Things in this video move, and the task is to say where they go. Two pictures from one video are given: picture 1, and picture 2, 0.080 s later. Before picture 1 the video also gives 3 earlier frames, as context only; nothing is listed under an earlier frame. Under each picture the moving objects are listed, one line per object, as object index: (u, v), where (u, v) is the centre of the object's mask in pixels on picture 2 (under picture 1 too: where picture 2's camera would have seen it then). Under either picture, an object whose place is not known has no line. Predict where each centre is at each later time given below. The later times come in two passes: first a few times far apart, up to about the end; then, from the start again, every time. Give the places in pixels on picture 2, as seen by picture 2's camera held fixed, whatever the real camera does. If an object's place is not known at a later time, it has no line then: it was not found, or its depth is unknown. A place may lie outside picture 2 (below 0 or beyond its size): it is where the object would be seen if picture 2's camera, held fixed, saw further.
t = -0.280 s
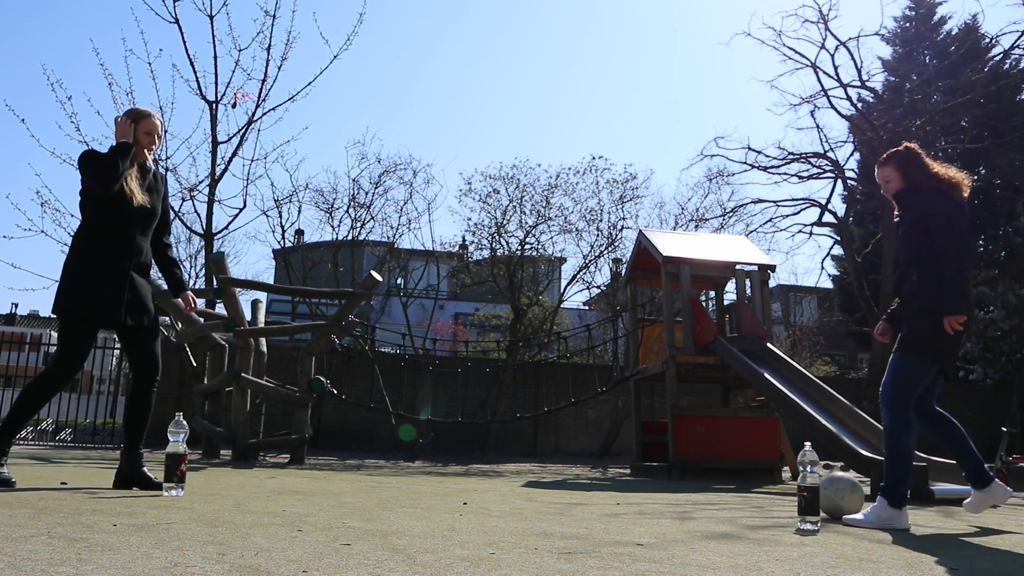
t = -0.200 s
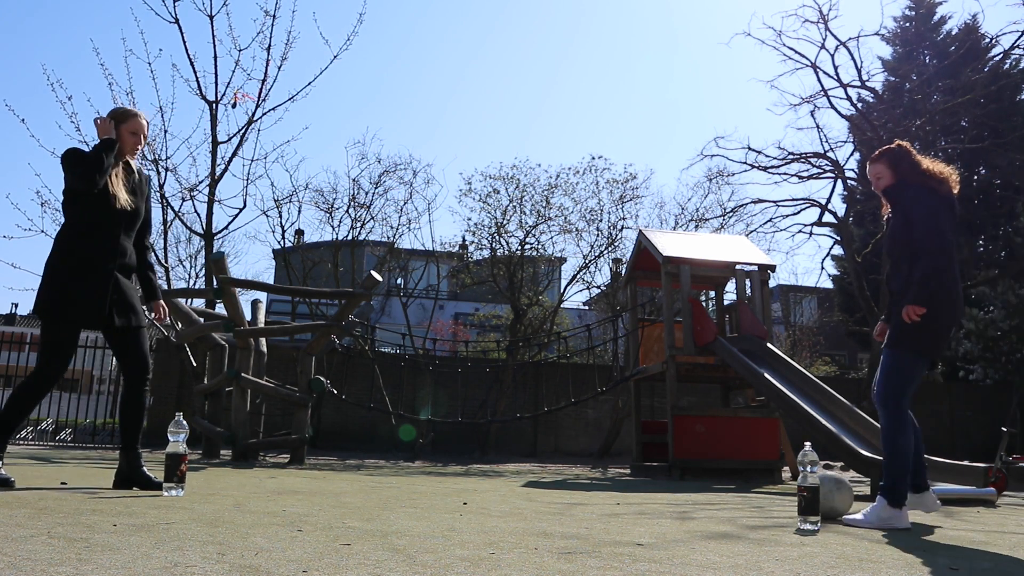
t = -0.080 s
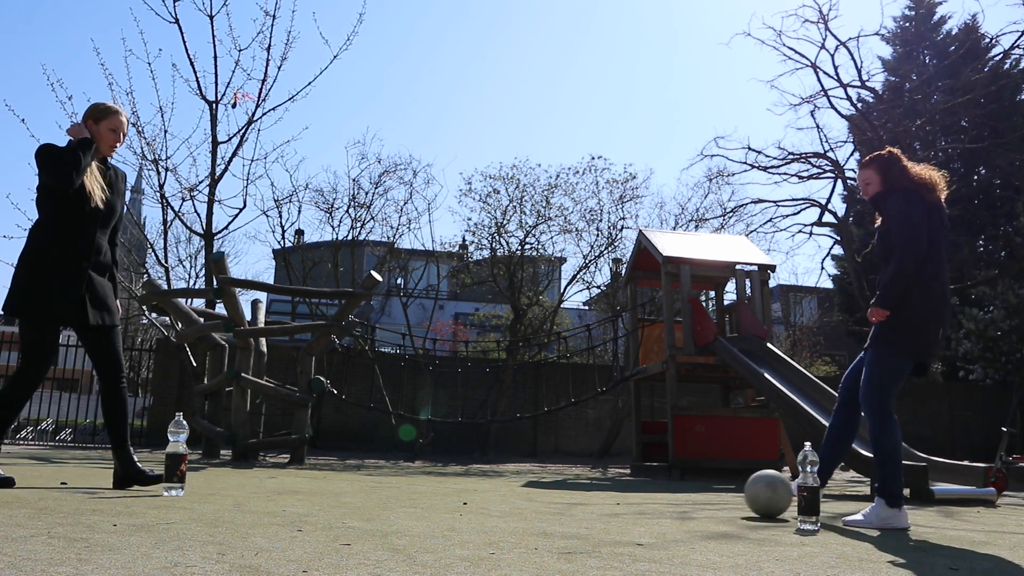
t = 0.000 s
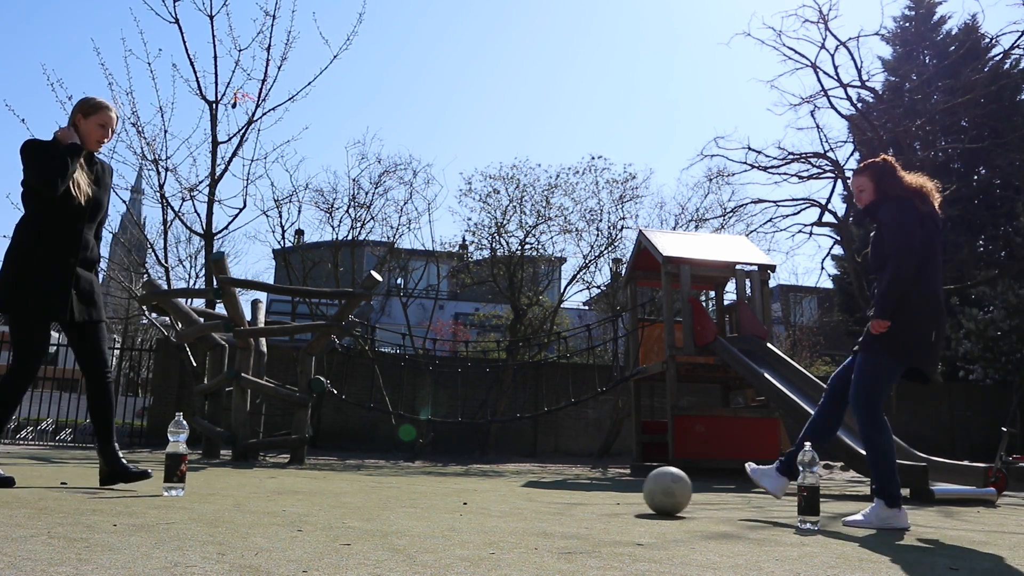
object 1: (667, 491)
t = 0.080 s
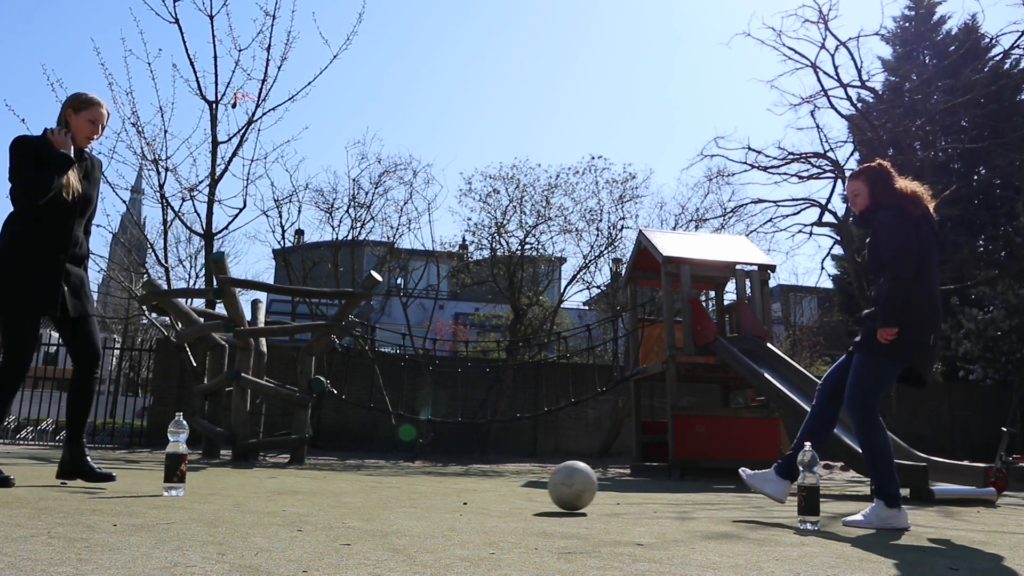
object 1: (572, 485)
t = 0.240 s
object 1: (397, 480)
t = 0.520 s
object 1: (210, 449)
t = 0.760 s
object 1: (233, 463)
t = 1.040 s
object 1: (220, 471)
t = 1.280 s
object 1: (204, 468)
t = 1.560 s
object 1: (186, 469)
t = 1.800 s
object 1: (170, 470)
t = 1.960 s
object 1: (159, 470)
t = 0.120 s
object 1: (525, 486)
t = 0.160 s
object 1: (481, 484)
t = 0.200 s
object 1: (438, 482)
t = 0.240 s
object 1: (397, 480)
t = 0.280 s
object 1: (356, 478)
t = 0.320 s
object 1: (319, 475)
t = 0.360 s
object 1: (282, 473)
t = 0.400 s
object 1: (246, 470)
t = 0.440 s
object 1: (210, 470)
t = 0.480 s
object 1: (205, 460)
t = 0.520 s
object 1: (210, 449)
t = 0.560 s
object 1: (214, 442)
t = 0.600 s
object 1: (219, 439)
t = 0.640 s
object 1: (223, 439)
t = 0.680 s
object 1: (226, 443)
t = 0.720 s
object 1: (230, 451)
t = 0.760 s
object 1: (233, 463)
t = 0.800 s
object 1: (235, 473)
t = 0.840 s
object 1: (233, 464)
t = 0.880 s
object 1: (231, 458)
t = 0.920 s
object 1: (229, 455)
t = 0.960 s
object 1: (226, 457)
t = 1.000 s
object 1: (223, 462)
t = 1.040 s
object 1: (220, 471)
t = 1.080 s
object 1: (217, 468)
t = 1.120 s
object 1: (215, 464)
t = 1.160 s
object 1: (213, 463)
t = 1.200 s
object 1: (210, 466)
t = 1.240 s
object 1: (206, 472)
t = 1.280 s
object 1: (204, 468)
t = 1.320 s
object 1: (202, 466)
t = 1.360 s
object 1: (199, 469)
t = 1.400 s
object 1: (196, 470)
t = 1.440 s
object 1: (194, 468)
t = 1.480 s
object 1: (191, 470)
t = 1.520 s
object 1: (189, 470)
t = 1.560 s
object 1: (186, 469)
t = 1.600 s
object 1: (184, 470)
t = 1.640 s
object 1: (181, 470)
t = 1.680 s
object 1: (179, 469)
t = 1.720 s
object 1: (176, 470)
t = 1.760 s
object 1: (173, 470)
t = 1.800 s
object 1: (170, 470)
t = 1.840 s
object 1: (168, 470)
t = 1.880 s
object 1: (165, 470)
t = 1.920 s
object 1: (162, 470)
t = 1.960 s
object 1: (159, 470)
